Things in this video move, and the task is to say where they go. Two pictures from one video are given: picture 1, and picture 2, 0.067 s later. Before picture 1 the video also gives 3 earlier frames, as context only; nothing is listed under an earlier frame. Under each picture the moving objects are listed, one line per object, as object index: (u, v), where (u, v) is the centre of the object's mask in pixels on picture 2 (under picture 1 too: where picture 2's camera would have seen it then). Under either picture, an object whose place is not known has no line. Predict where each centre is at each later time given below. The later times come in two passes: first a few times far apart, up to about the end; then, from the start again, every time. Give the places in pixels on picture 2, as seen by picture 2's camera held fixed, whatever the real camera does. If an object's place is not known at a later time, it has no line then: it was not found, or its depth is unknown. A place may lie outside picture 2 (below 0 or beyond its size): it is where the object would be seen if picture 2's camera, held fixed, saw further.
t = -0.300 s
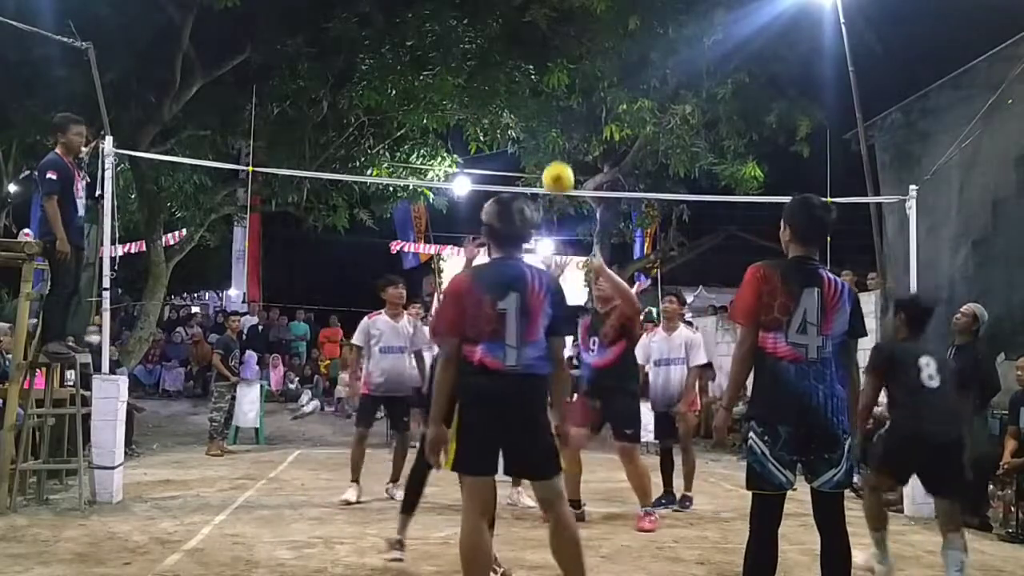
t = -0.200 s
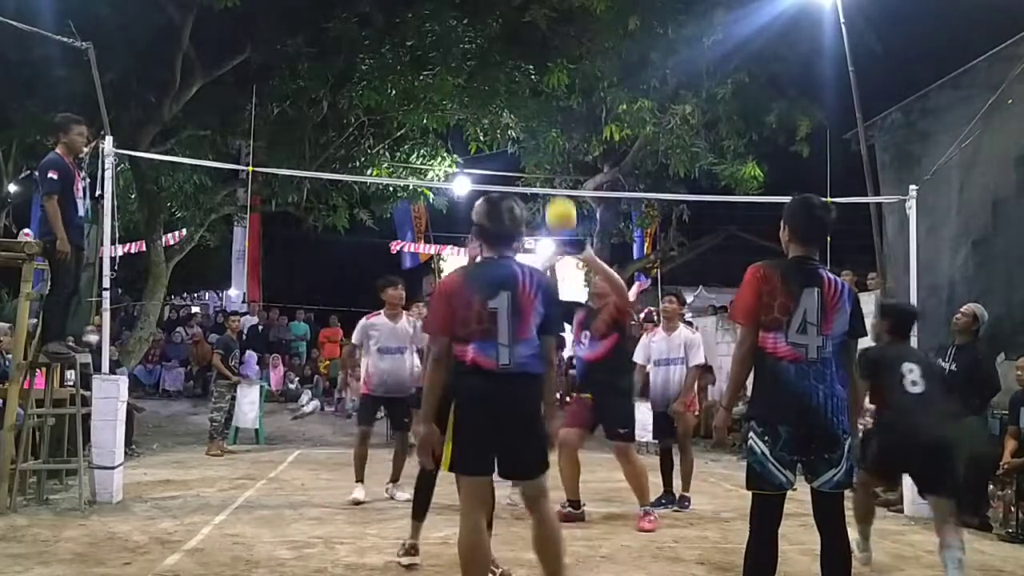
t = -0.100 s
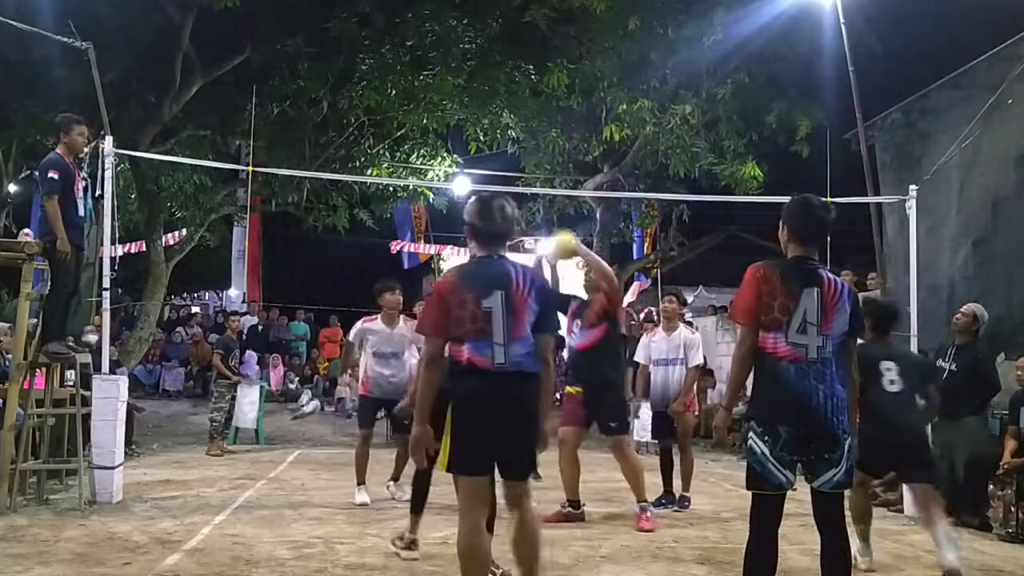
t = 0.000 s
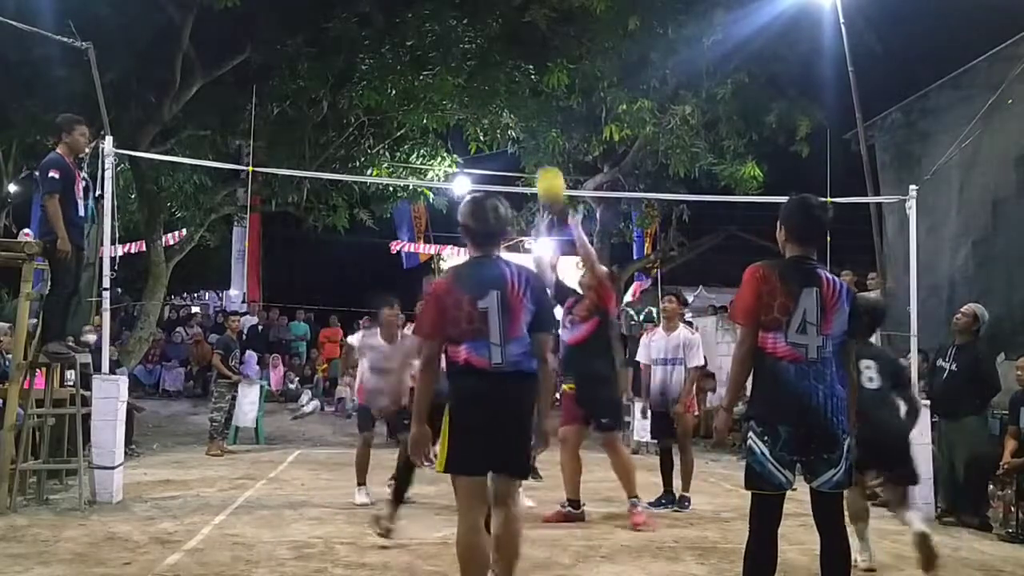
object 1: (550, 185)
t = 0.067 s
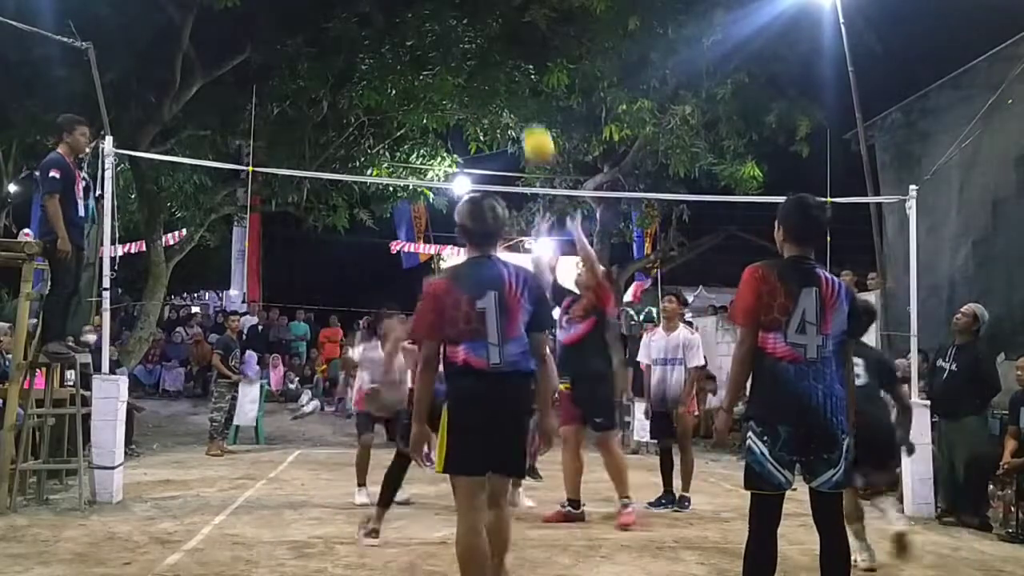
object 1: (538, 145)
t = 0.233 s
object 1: (507, 72)
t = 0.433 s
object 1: (469, 34)
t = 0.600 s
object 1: (435, 45)
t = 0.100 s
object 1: (532, 127)
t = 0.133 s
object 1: (526, 111)
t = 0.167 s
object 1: (519, 95)
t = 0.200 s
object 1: (513, 82)
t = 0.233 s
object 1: (507, 72)
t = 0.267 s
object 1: (501, 61)
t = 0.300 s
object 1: (494, 52)
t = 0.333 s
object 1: (488, 46)
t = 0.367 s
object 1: (482, 40)
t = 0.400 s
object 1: (475, 36)
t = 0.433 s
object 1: (469, 34)
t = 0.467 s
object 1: (462, 33)
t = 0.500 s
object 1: (455, 33)
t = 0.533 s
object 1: (449, 36)
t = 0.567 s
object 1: (443, 39)
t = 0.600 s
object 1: (435, 45)
